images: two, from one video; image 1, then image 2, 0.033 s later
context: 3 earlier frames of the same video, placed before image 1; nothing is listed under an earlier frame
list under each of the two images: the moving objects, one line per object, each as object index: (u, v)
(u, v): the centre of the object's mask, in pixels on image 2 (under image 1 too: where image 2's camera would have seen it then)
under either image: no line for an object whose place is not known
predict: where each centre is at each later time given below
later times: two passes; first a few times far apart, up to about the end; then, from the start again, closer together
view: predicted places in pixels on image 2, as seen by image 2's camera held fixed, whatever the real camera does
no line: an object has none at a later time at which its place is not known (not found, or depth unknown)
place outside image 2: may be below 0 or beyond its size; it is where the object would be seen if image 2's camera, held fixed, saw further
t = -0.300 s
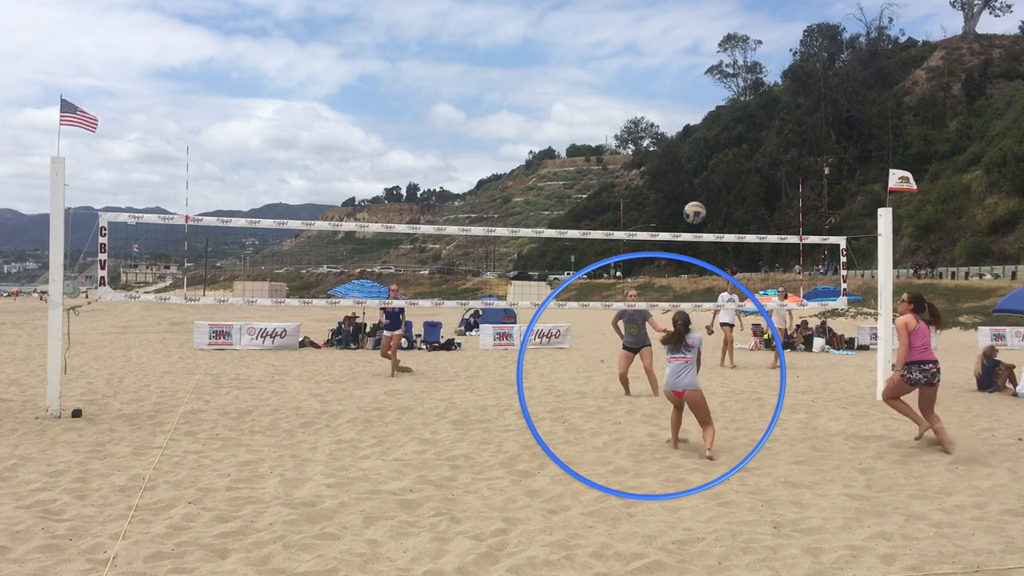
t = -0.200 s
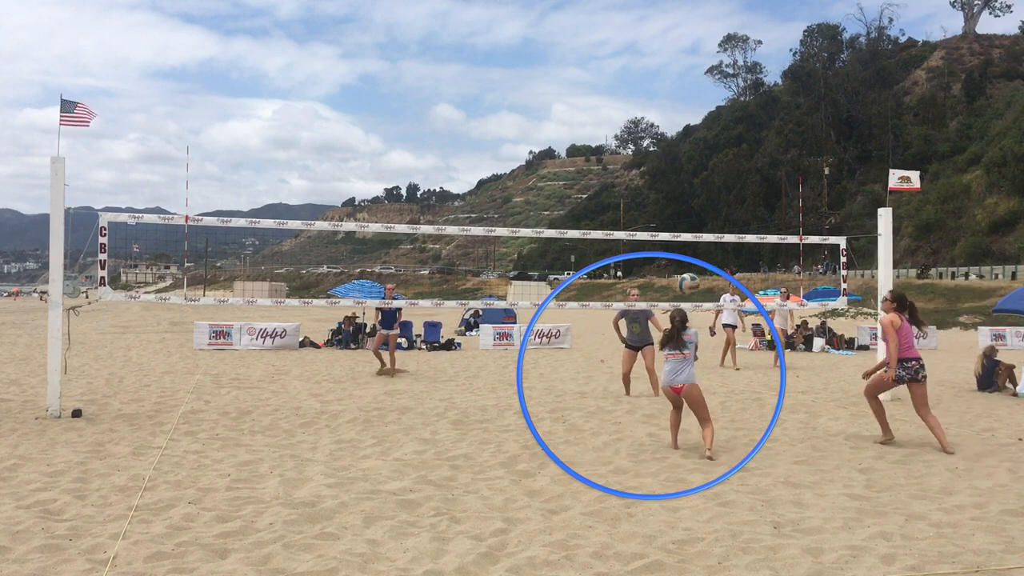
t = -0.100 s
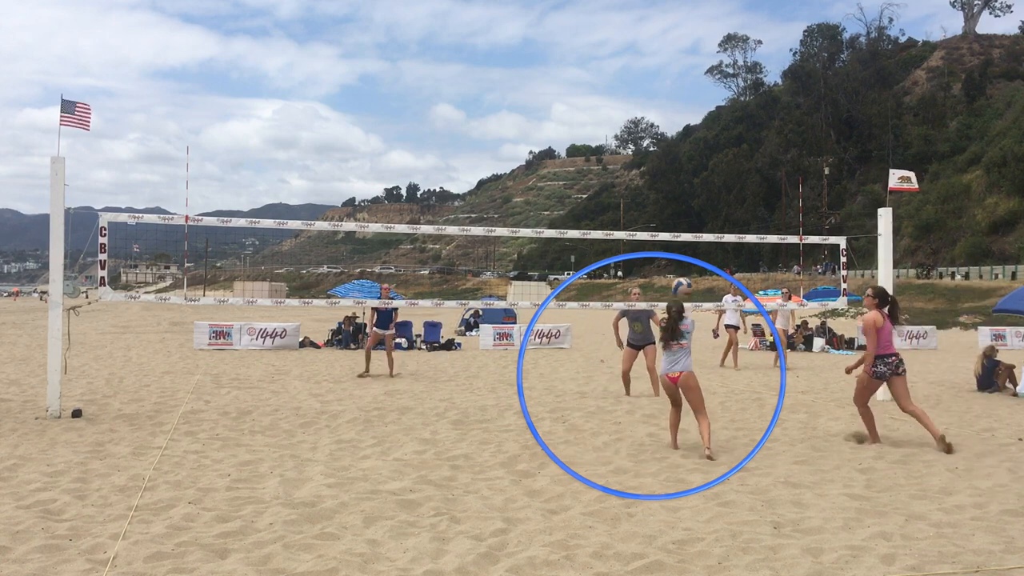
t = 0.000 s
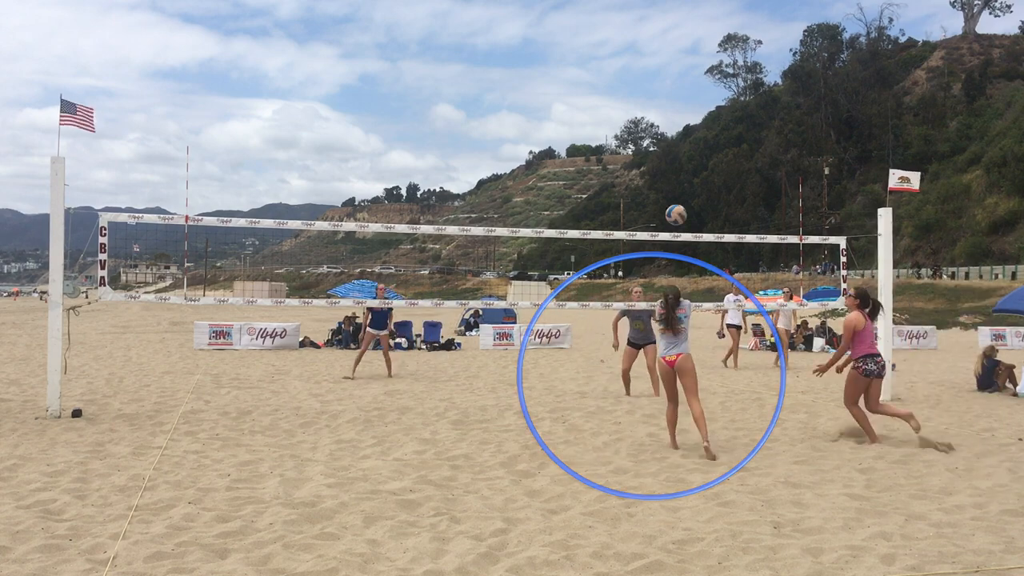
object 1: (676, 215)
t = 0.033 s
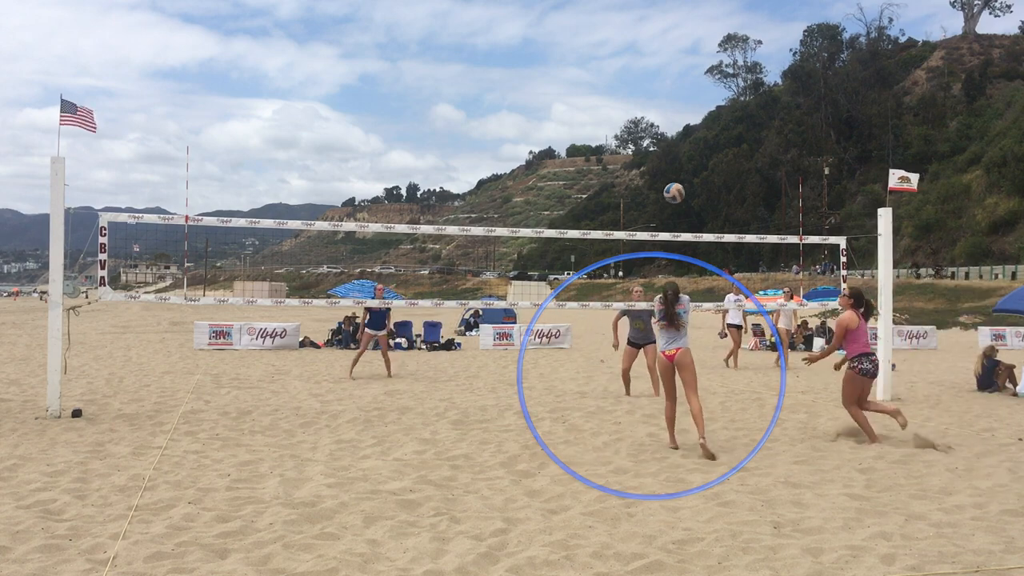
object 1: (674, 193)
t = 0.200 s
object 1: (667, 104)
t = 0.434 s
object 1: (663, 29)
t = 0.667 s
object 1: (660, 8)
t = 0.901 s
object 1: (658, 32)
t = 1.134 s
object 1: (658, 100)
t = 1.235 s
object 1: (660, 140)
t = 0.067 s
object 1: (672, 172)
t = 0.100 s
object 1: (671, 153)
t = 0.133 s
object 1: (669, 135)
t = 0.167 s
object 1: (668, 119)
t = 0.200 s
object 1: (667, 104)
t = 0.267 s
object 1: (666, 77)
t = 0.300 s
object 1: (665, 65)
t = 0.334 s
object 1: (665, 54)
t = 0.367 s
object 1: (664, 45)
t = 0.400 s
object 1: (664, 36)
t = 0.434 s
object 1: (663, 29)
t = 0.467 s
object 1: (663, 23)
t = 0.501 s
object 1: (662, 18)
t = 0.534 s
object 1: (662, 14)
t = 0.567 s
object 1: (661, 10)
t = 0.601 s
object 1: (661, 9)
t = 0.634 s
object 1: (660, 8)
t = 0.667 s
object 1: (660, 8)
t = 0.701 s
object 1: (660, 8)
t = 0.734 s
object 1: (659, 10)
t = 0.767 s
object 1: (659, 13)
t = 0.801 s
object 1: (659, 17)
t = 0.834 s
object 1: (658, 21)
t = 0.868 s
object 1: (658, 26)
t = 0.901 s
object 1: (658, 32)
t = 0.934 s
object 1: (658, 40)
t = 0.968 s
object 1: (658, 48)
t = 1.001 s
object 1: (658, 57)
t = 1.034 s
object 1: (658, 66)
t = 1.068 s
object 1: (658, 77)
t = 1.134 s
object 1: (658, 100)
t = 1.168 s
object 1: (659, 112)
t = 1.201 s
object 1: (660, 125)
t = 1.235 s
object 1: (660, 140)
